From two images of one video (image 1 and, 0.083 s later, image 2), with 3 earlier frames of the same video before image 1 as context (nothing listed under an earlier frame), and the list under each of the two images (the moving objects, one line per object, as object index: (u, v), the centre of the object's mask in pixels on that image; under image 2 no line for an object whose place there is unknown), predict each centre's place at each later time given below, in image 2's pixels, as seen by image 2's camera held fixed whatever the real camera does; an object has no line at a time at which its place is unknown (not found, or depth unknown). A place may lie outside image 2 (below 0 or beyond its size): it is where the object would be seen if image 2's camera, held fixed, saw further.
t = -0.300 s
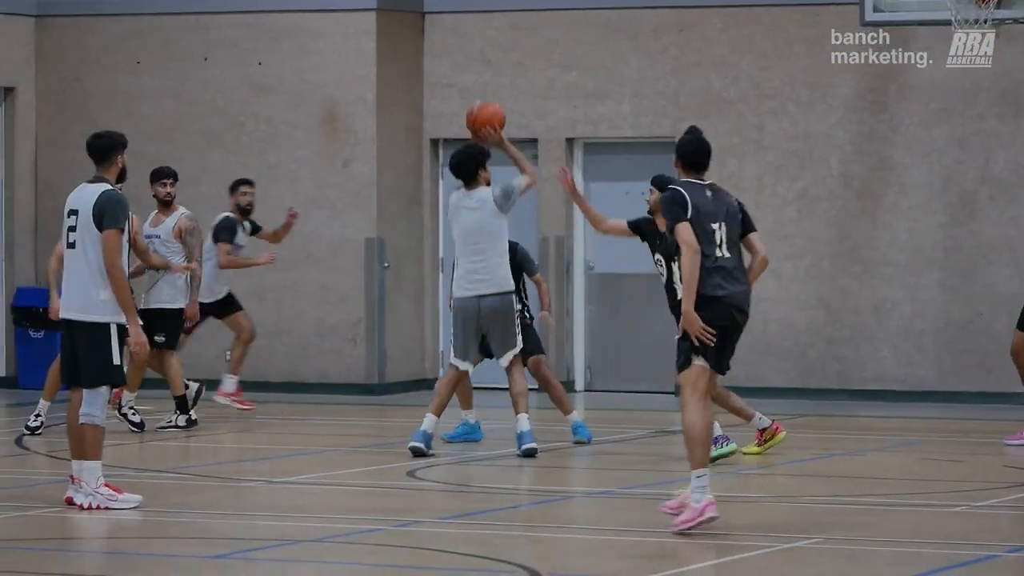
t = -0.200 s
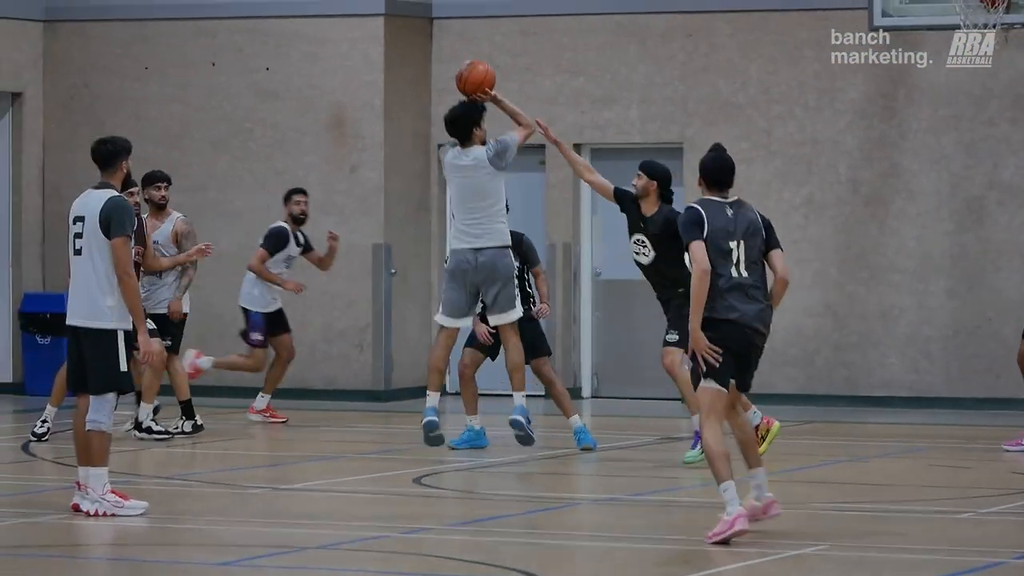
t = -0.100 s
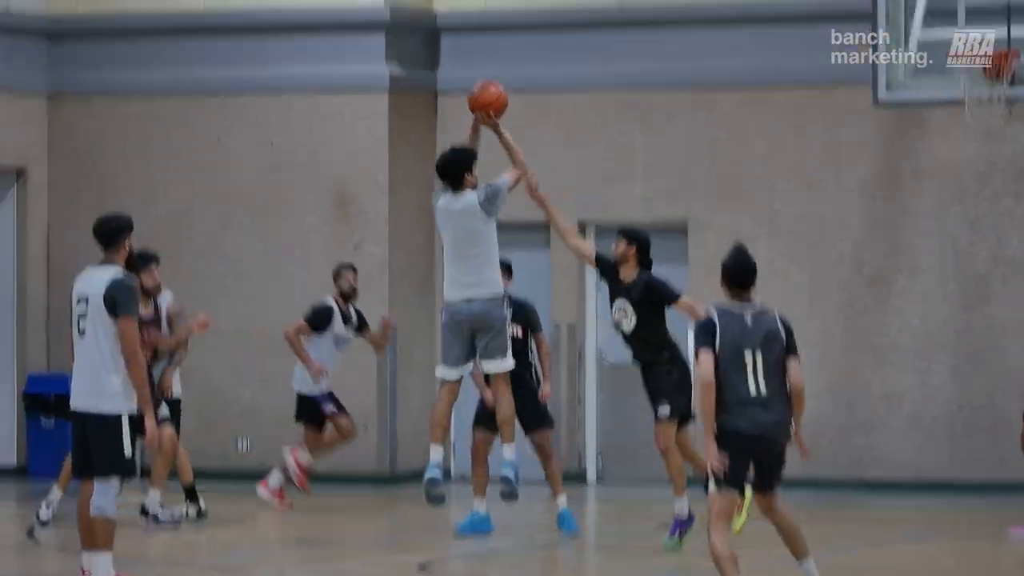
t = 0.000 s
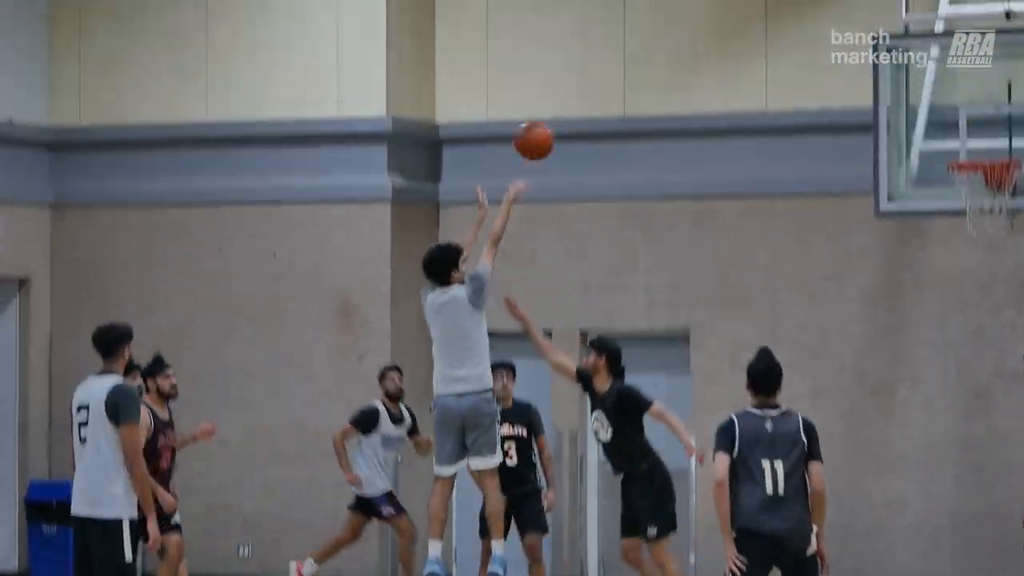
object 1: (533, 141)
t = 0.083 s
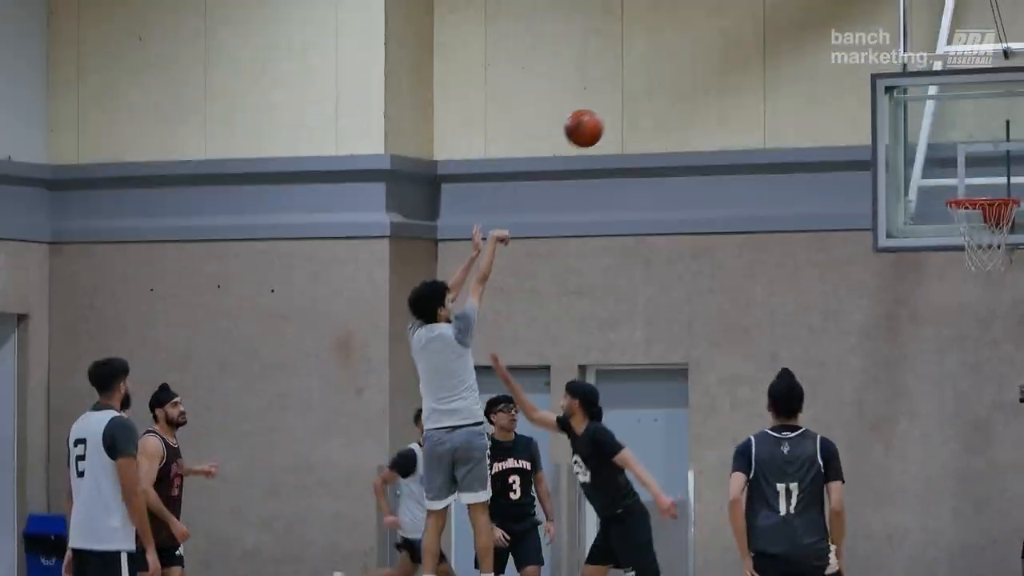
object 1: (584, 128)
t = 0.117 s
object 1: (604, 110)
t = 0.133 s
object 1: (614, 103)
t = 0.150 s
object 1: (624, 97)
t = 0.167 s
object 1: (634, 90)
